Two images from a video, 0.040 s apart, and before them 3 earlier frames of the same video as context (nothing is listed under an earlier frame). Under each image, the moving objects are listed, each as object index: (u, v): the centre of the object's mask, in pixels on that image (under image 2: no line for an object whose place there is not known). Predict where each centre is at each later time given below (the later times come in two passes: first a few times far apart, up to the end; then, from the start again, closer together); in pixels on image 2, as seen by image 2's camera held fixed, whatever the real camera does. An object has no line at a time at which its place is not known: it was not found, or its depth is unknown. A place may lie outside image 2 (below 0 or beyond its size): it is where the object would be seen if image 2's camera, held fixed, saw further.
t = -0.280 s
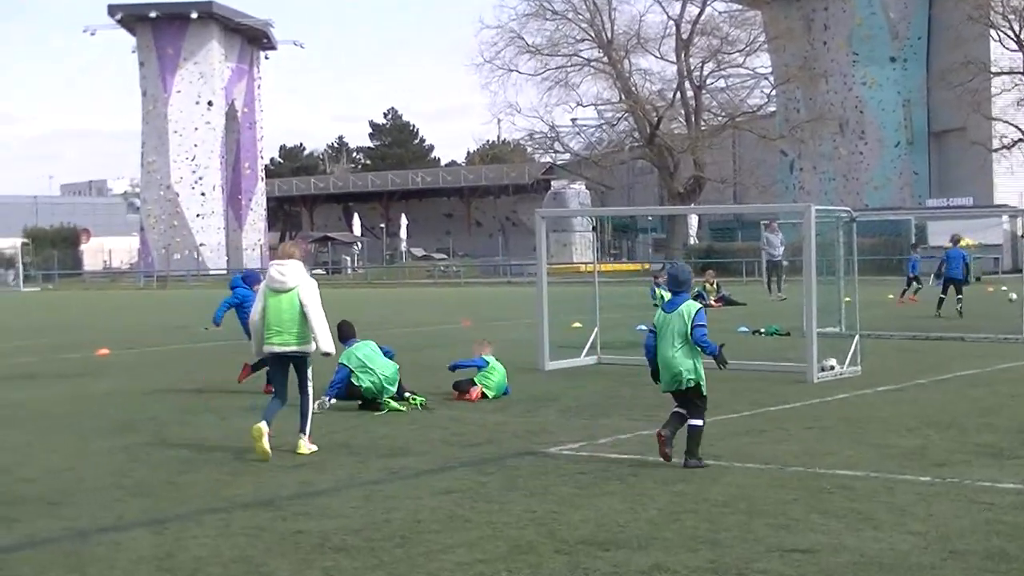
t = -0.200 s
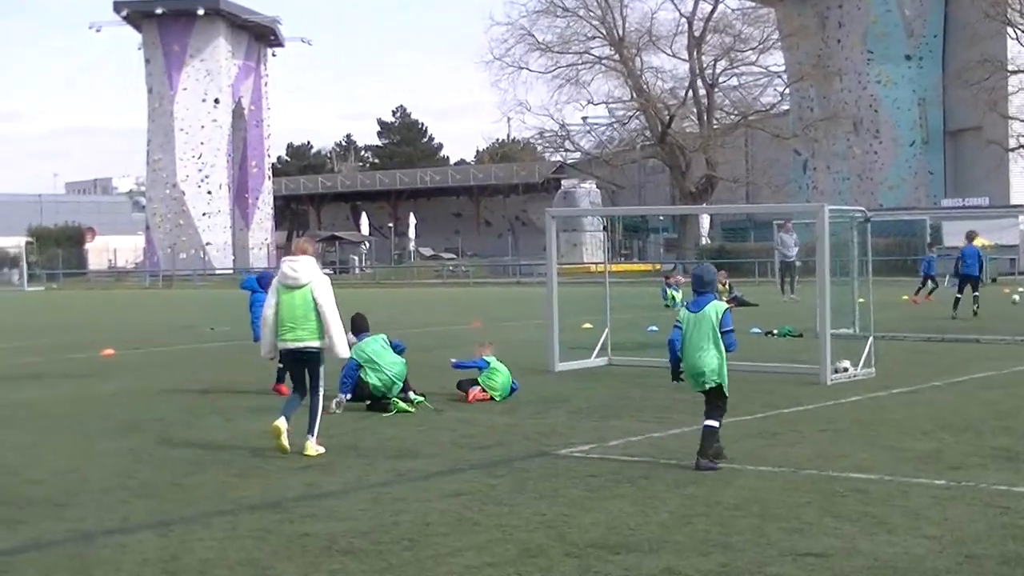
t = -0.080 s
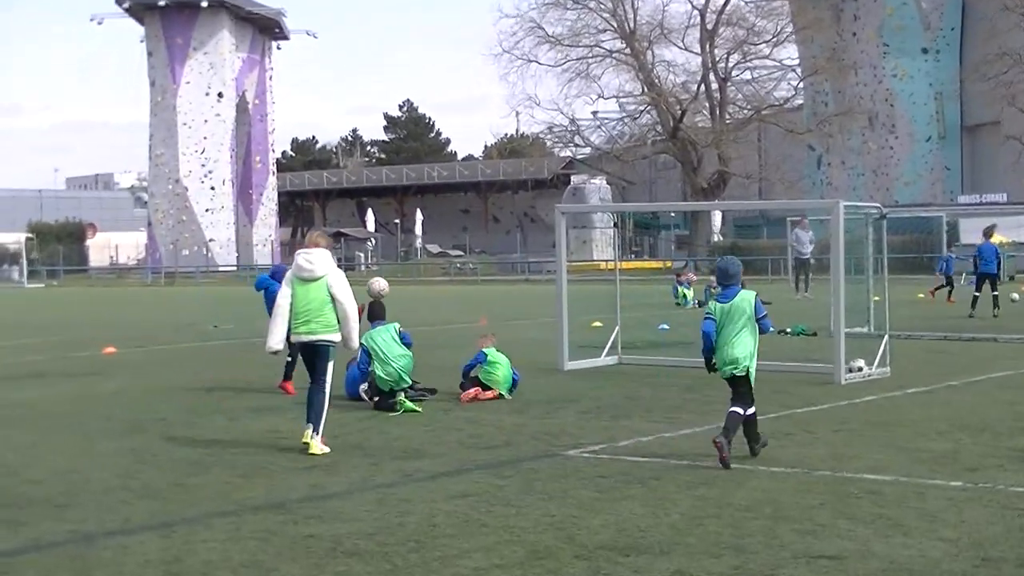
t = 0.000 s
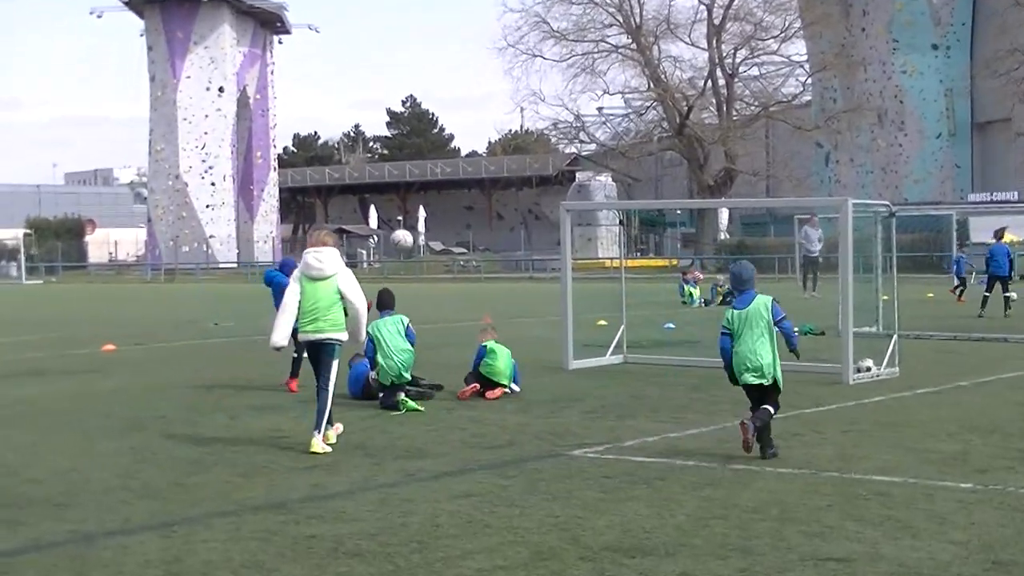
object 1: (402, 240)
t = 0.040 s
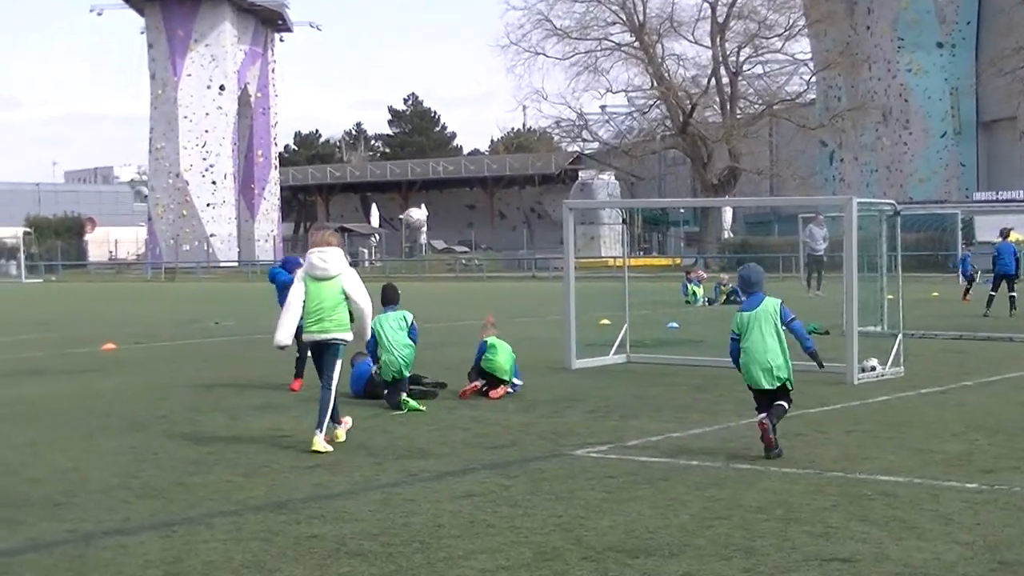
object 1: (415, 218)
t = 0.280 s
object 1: (484, 129)
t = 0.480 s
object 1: (548, 107)
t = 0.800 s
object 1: (664, 167)
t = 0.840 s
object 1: (680, 188)
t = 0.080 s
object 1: (426, 200)
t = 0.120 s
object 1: (437, 181)
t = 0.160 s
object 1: (450, 167)
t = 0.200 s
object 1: (460, 154)
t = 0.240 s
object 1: (472, 144)
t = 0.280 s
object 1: (484, 129)
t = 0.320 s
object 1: (496, 123)
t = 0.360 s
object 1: (510, 113)
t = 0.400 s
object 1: (522, 116)
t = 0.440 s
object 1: (535, 108)
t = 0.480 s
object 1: (548, 107)
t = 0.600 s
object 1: (587, 111)
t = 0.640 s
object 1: (601, 119)
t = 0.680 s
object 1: (617, 126)
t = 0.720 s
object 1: (634, 135)
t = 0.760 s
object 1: (647, 151)
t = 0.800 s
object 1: (664, 167)
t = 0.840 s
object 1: (680, 188)
